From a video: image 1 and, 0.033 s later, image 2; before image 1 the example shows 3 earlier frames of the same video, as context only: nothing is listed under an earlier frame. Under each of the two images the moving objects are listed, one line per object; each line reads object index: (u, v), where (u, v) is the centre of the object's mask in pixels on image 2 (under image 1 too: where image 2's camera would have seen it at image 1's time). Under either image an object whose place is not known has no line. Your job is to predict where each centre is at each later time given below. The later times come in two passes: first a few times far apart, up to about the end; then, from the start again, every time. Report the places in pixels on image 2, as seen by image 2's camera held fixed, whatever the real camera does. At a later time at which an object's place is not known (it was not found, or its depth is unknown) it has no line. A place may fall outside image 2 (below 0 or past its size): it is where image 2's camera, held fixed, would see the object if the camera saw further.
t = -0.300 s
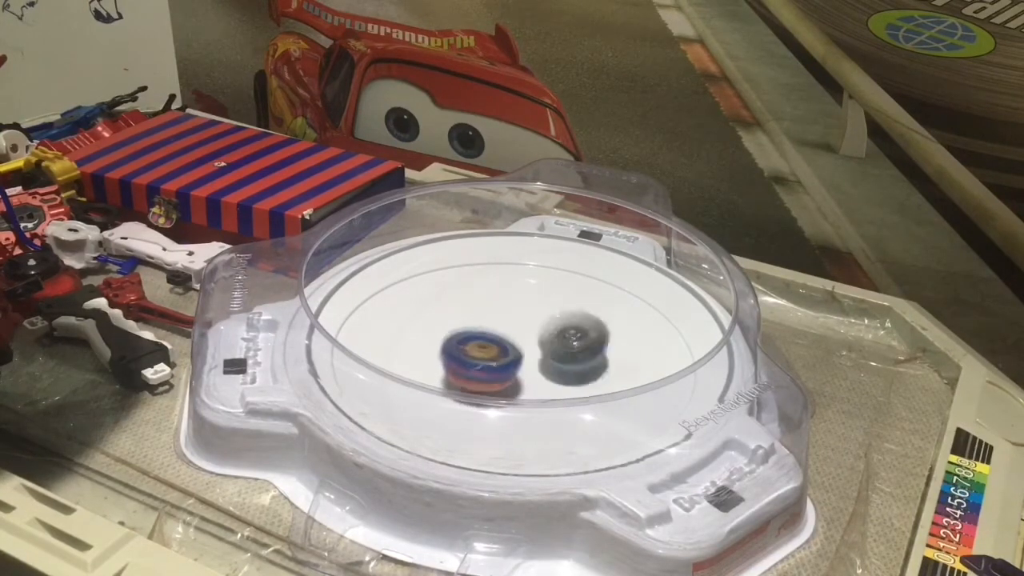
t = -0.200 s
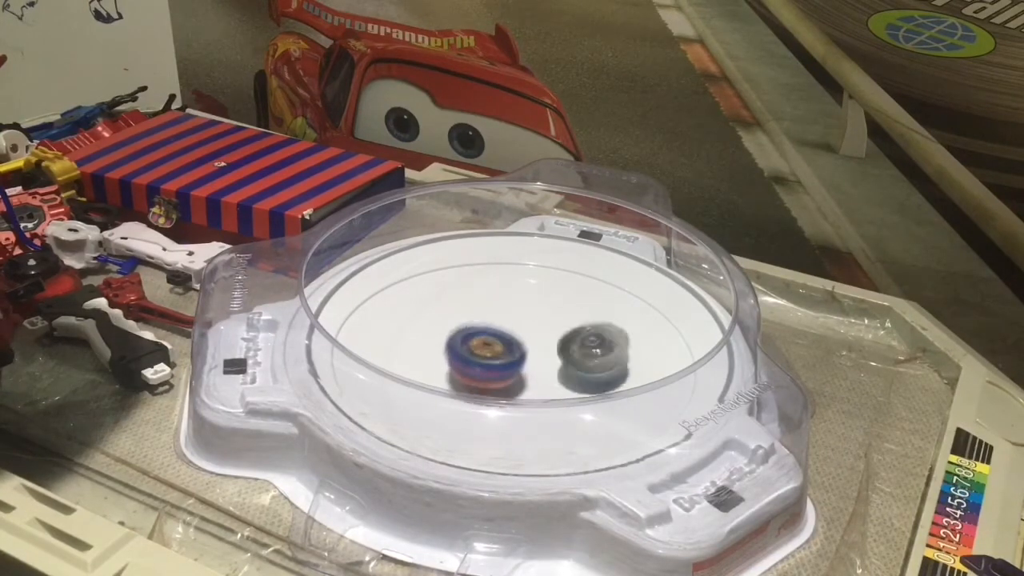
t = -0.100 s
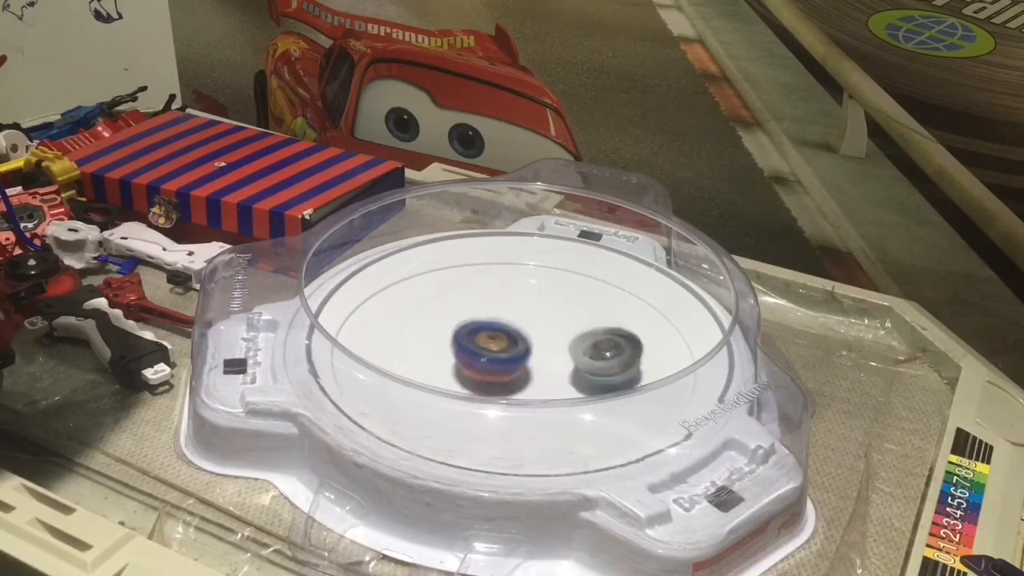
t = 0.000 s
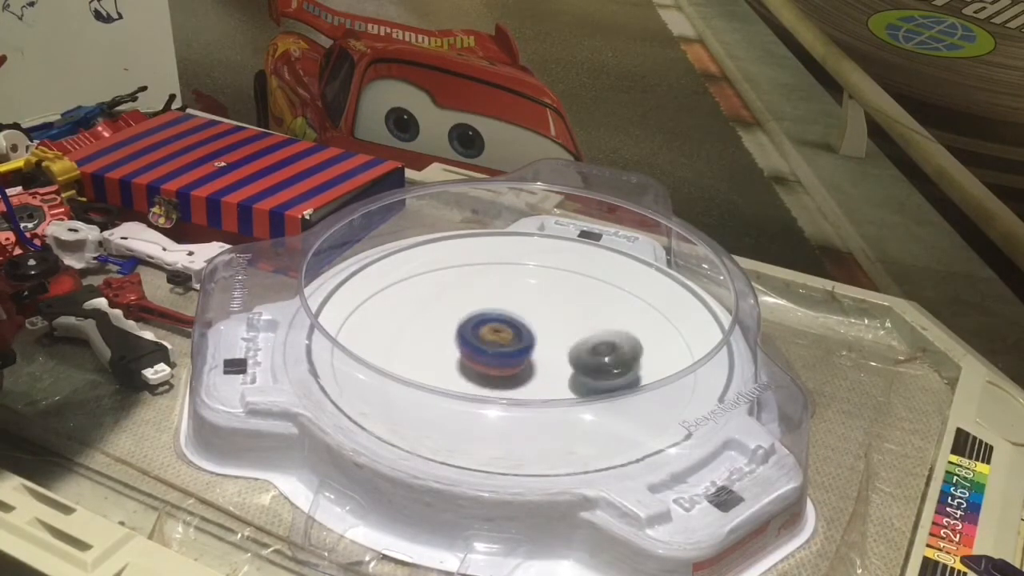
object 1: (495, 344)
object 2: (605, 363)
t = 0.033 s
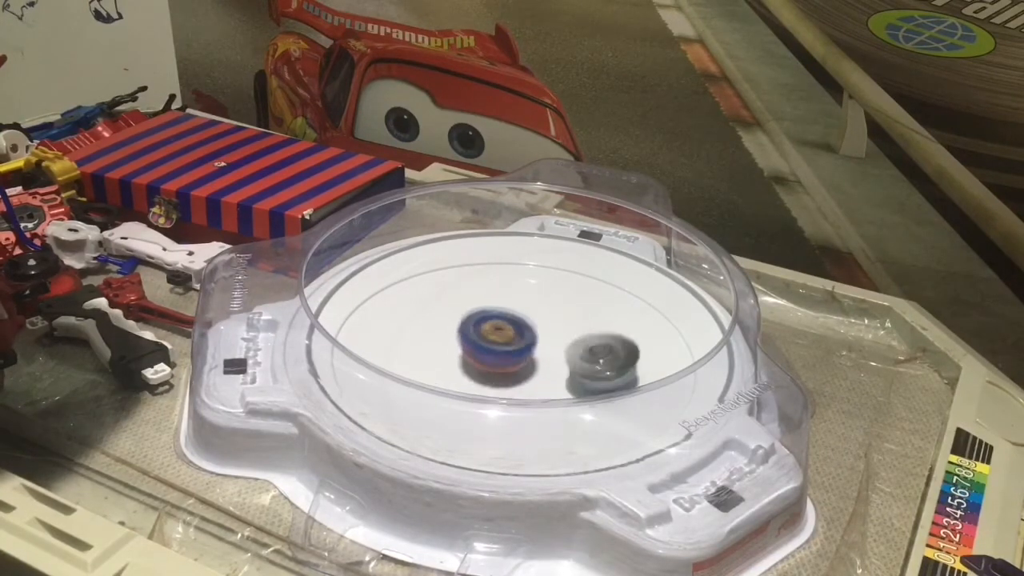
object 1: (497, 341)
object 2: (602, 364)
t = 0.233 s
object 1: (505, 331)
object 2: (560, 379)
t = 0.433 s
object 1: (517, 329)
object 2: (508, 390)
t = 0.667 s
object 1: (534, 342)
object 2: (478, 393)
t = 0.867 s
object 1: (548, 348)
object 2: (476, 375)
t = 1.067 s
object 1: (604, 357)
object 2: (413, 348)
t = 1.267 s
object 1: (601, 357)
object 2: (434, 335)
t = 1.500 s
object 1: (547, 371)
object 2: (487, 338)
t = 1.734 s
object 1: (528, 396)
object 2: (516, 344)
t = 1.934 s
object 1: (488, 420)
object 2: (554, 326)
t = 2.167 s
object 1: (440, 407)
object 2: (570, 282)
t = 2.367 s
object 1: (453, 382)
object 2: (553, 309)
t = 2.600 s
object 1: (507, 354)
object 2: (580, 330)
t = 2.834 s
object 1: (532, 350)
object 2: (597, 328)
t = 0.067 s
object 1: (498, 339)
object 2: (596, 366)
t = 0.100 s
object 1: (500, 337)
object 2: (589, 368)
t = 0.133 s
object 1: (501, 335)
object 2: (584, 373)
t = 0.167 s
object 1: (503, 333)
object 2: (577, 374)
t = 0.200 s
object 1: (504, 332)
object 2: (568, 372)
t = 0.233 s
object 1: (505, 331)
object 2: (560, 379)
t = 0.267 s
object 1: (506, 330)
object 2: (552, 381)
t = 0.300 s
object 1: (508, 329)
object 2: (542, 382)
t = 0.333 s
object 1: (508, 329)
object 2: (532, 384)
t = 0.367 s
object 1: (512, 330)
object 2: (523, 386)
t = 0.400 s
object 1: (514, 328)
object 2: (515, 388)
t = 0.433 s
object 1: (517, 329)
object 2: (508, 390)
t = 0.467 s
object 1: (521, 332)
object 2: (500, 391)
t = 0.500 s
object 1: (522, 334)
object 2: (494, 393)
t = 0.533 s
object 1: (525, 335)
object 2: (490, 394)
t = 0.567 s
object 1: (525, 332)
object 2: (485, 394)
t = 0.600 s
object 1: (527, 335)
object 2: (481, 394)
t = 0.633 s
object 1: (532, 341)
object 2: (479, 394)
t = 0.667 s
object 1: (534, 342)
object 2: (478, 393)
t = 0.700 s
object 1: (537, 343)
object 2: (478, 391)
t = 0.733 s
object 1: (539, 345)
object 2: (476, 389)
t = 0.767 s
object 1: (541, 343)
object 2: (475, 387)
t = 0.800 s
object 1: (544, 345)
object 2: (475, 383)
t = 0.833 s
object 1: (546, 346)
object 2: (476, 379)
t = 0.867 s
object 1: (548, 348)
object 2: (476, 375)
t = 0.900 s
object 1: (553, 350)
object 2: (466, 373)
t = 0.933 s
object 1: (568, 352)
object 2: (447, 365)
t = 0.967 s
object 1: (579, 353)
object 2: (430, 360)
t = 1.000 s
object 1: (588, 357)
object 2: (420, 356)
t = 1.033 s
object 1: (596, 357)
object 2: (416, 351)
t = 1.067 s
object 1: (604, 357)
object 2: (413, 348)
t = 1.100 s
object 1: (608, 356)
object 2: (414, 346)
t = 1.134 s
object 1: (611, 356)
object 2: (414, 342)
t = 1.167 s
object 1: (613, 356)
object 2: (417, 341)
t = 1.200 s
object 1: (611, 356)
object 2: (421, 337)
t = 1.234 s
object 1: (606, 357)
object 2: (426, 336)
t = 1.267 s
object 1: (601, 357)
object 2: (434, 335)
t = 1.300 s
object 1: (595, 358)
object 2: (440, 333)
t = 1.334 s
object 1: (587, 359)
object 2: (449, 335)
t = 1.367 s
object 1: (580, 361)
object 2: (458, 333)
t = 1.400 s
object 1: (570, 362)
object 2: (467, 336)
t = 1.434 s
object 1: (561, 365)
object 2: (477, 336)
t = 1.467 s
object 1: (553, 367)
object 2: (483, 338)
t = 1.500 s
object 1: (547, 371)
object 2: (487, 338)
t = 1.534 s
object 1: (541, 375)
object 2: (488, 333)
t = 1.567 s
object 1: (538, 379)
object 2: (493, 333)
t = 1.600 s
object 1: (535, 384)
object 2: (498, 333)
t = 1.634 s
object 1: (533, 387)
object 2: (503, 336)
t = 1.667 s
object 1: (531, 390)
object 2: (509, 337)
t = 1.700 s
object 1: (529, 393)
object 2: (512, 343)
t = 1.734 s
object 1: (528, 396)
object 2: (516, 344)
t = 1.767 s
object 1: (527, 398)
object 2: (517, 350)
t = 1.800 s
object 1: (524, 396)
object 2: (520, 350)
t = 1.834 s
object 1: (523, 396)
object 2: (517, 352)
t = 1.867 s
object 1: (519, 397)
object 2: (518, 357)
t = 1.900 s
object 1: (502, 414)
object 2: (539, 345)
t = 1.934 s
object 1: (488, 420)
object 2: (554, 326)
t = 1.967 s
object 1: (477, 415)
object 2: (567, 313)
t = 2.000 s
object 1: (468, 415)
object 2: (575, 302)
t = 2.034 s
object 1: (463, 417)
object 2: (579, 291)
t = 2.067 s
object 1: (456, 416)
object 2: (581, 282)
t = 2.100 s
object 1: (450, 414)
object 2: (578, 278)
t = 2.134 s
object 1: (444, 411)
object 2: (574, 279)
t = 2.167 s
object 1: (440, 407)
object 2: (570, 282)
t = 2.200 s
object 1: (438, 405)
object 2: (568, 283)
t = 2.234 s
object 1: (436, 399)
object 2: (567, 287)
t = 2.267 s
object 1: (438, 395)
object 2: (560, 291)
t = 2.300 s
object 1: (441, 389)
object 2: (555, 297)
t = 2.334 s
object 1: (446, 384)
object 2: (554, 303)
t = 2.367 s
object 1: (453, 382)
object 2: (553, 309)
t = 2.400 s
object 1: (461, 373)
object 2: (551, 314)
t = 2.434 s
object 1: (470, 372)
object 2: (550, 319)
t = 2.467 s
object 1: (481, 367)
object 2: (552, 325)
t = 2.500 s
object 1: (490, 363)
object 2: (556, 330)
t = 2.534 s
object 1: (502, 357)
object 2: (561, 332)
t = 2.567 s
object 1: (507, 355)
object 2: (570, 331)
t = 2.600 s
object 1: (507, 354)
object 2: (580, 330)
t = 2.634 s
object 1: (511, 351)
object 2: (588, 329)
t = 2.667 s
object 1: (516, 349)
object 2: (591, 328)
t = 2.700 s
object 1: (522, 347)
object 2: (591, 327)
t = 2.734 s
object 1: (528, 346)
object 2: (591, 326)
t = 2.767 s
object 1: (532, 346)
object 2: (593, 327)
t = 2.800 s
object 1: (532, 349)
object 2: (597, 327)
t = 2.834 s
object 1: (532, 350)
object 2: (597, 328)
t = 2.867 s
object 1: (534, 352)
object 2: (597, 329)
